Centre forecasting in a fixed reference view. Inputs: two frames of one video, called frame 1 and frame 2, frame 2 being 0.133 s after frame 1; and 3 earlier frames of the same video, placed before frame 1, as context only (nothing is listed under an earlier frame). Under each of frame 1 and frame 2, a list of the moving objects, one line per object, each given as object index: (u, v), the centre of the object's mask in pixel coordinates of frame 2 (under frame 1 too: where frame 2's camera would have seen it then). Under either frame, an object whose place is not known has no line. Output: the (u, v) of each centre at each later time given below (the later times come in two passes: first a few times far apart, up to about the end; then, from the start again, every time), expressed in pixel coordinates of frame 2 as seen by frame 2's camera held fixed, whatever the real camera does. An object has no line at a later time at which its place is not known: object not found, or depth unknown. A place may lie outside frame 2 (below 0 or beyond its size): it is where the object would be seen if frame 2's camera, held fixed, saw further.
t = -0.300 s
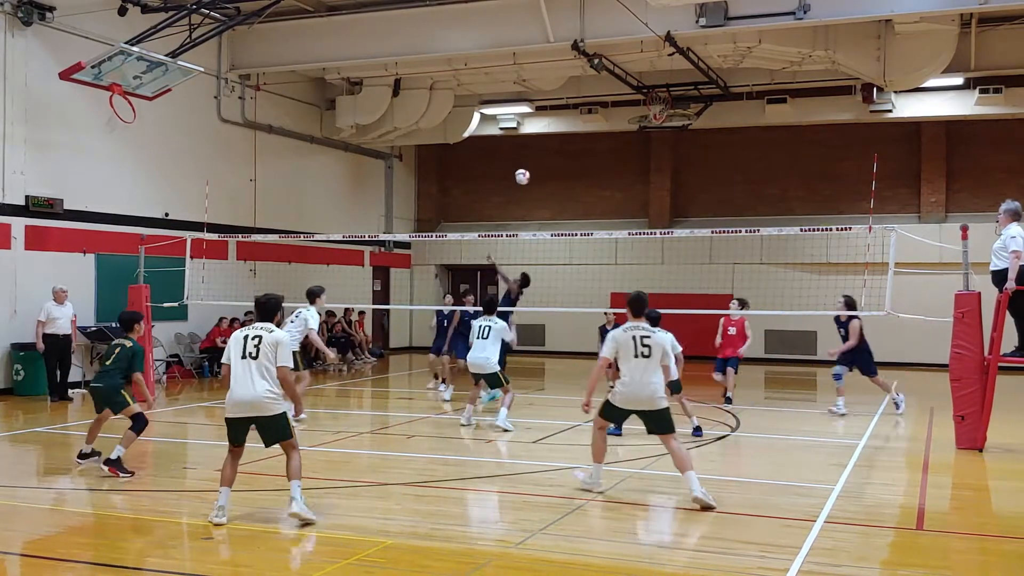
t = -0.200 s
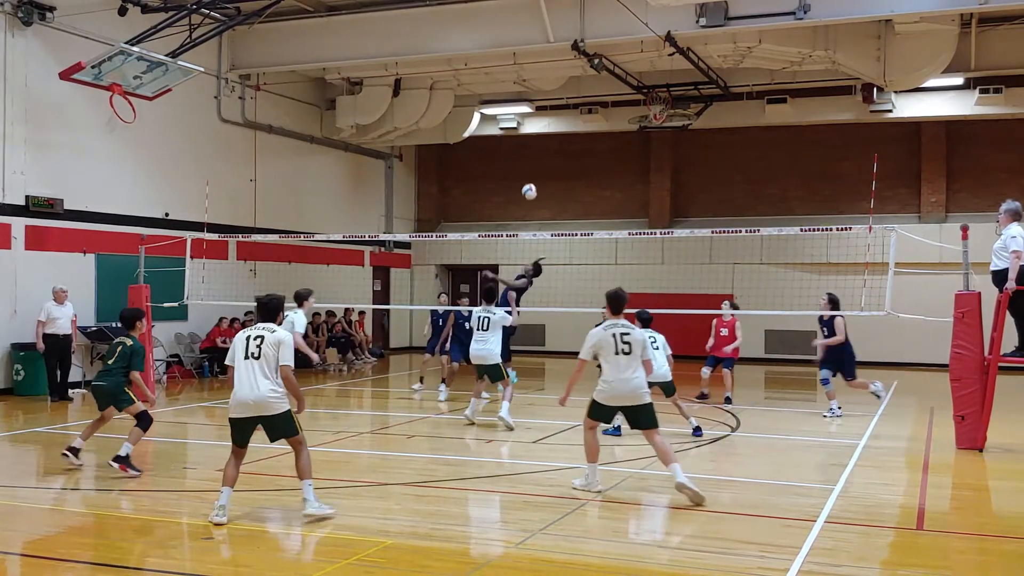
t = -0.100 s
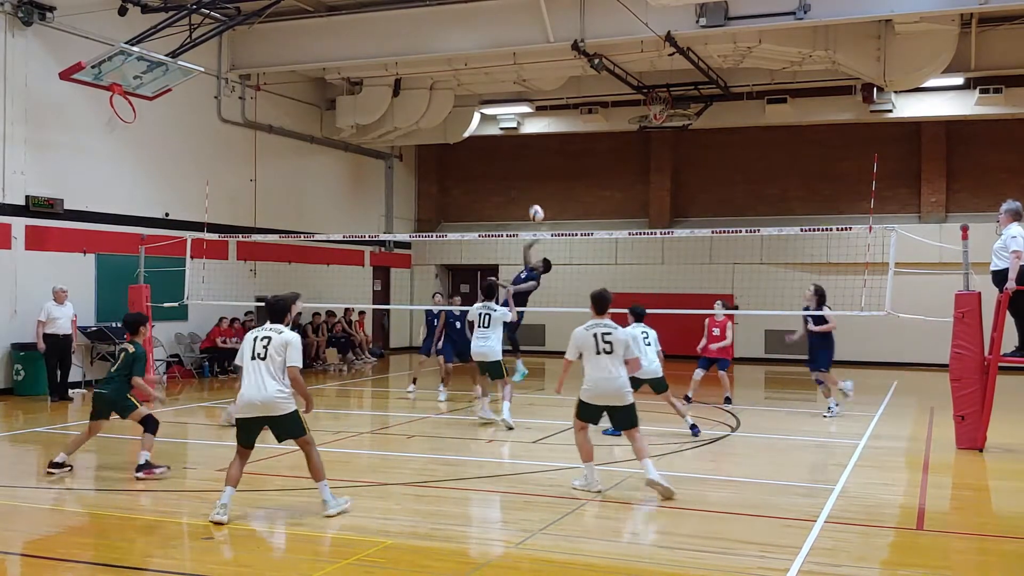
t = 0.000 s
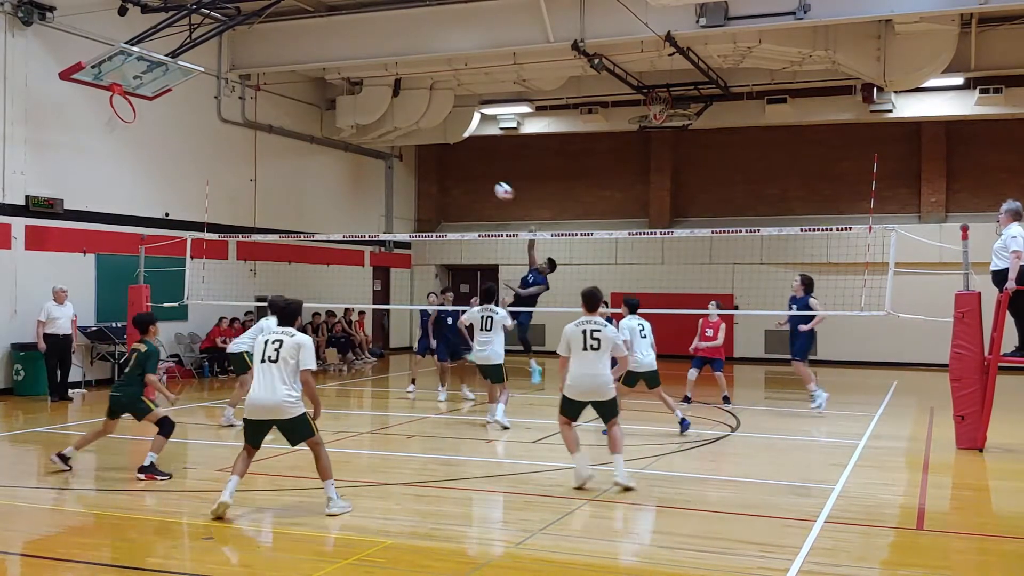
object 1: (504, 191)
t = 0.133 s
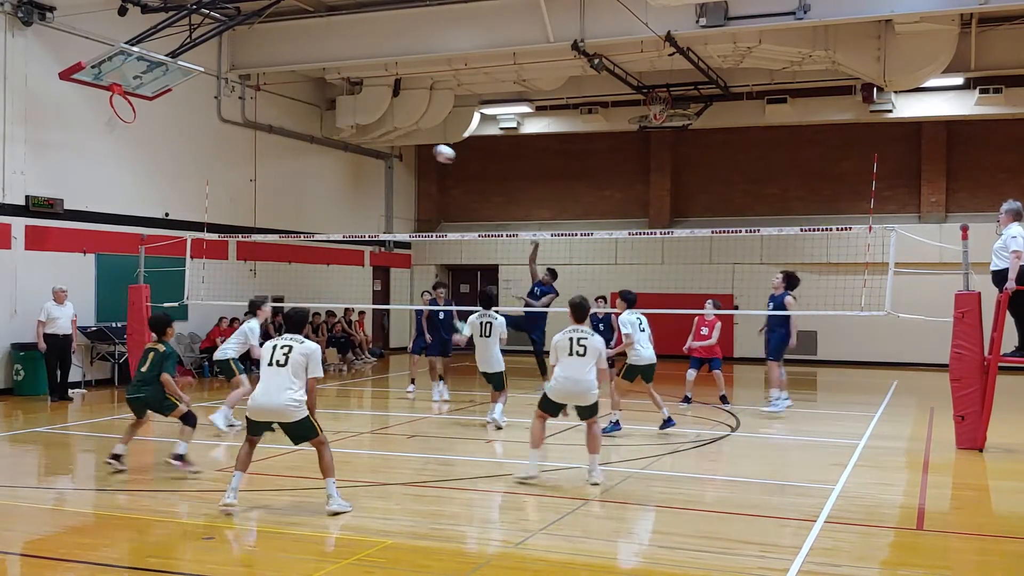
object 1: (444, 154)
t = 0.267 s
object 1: (377, 124)
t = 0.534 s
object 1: (212, 104)
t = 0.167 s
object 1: (428, 146)
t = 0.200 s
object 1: (412, 138)
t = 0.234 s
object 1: (395, 131)
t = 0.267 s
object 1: (377, 124)
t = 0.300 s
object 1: (359, 119)
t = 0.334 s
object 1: (340, 115)
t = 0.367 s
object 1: (320, 111)
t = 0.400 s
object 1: (301, 107)
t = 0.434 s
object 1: (281, 105)
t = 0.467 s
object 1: (258, 104)
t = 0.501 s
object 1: (236, 103)
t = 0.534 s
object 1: (212, 104)
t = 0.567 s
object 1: (189, 107)
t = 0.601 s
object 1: (164, 110)
